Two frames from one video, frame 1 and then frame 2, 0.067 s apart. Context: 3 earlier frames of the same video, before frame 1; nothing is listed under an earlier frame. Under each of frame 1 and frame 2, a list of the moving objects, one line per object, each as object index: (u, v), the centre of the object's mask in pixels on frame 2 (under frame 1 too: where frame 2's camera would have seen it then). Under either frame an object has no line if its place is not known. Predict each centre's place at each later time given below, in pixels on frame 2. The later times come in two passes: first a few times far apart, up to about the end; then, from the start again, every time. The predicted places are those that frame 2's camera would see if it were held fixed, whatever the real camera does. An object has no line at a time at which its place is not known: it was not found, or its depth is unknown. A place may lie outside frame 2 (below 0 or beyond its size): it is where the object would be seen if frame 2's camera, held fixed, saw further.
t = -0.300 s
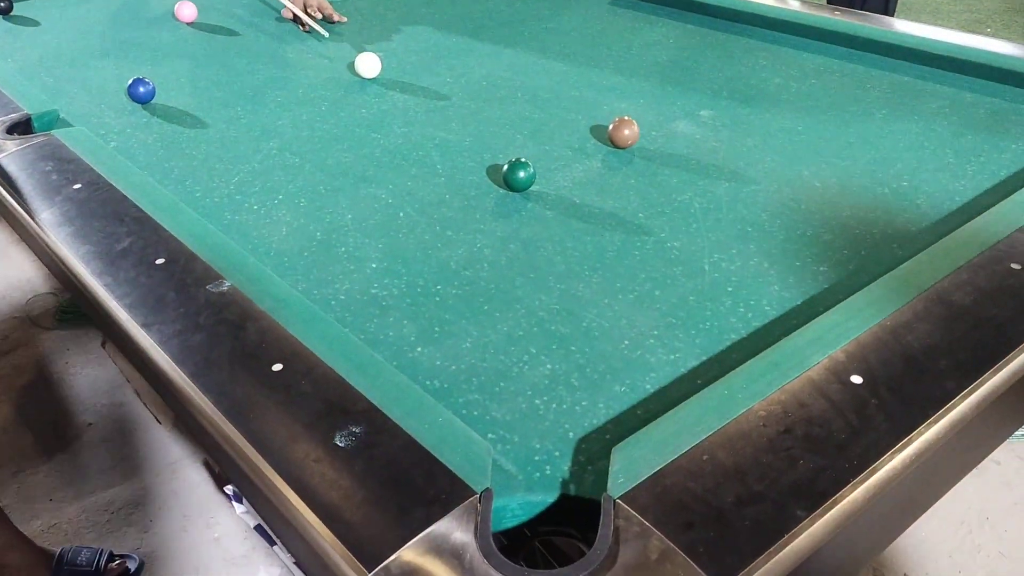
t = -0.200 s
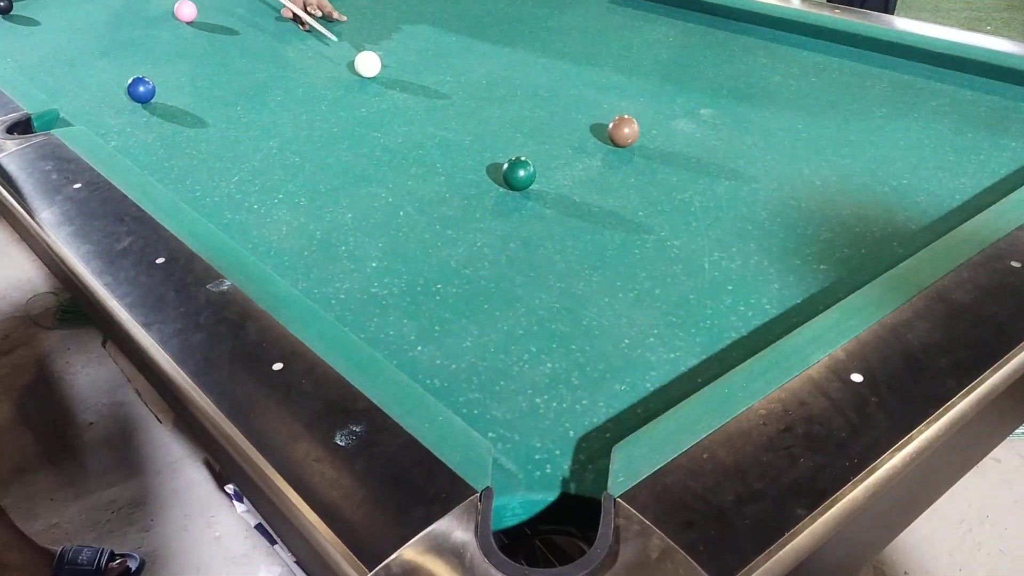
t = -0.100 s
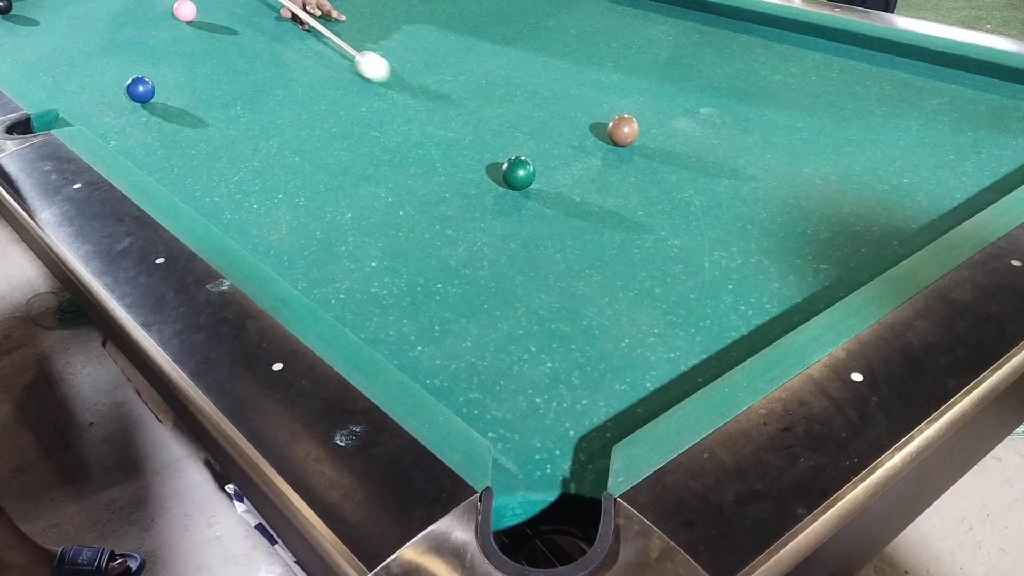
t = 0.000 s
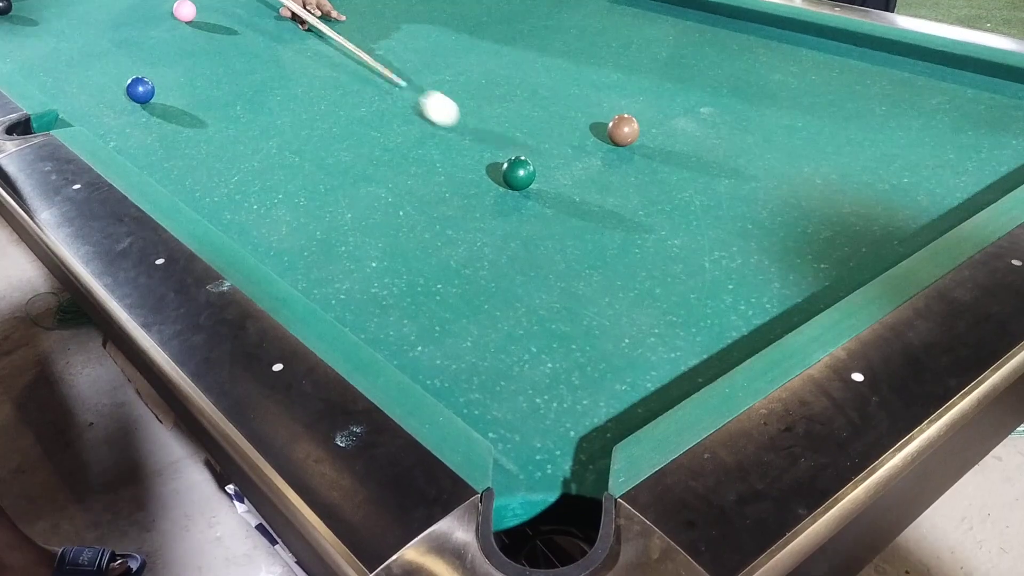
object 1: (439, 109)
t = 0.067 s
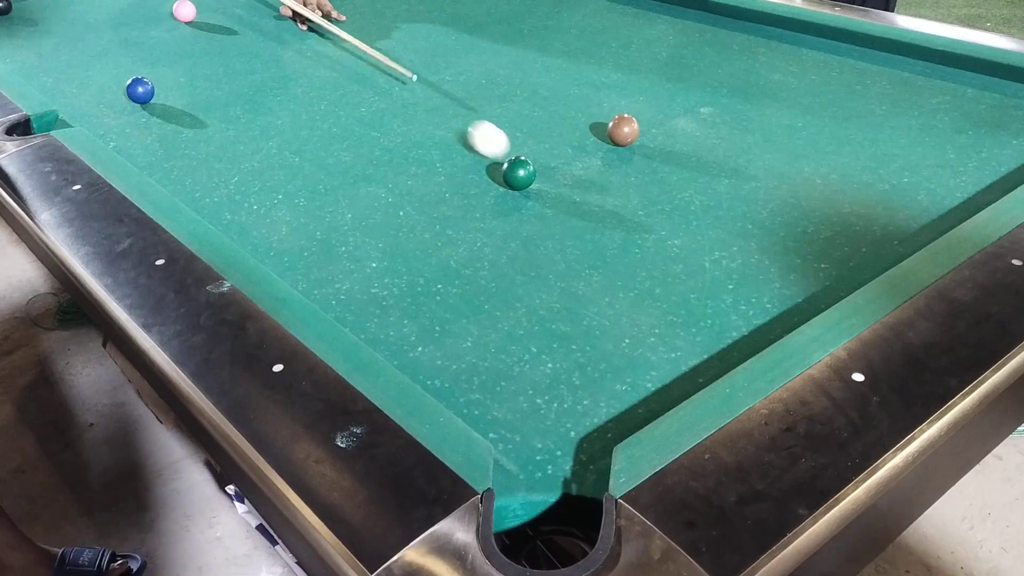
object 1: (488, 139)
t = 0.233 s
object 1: (607, 162)
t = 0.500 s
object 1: (815, 188)
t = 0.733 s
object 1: (955, 195)
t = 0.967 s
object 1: (878, 151)
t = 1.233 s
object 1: (807, 110)
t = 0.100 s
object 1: (512, 150)
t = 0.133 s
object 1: (537, 158)
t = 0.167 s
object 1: (560, 158)
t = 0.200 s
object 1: (584, 160)
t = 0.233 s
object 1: (607, 162)
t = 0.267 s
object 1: (631, 165)
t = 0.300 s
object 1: (656, 168)
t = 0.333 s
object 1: (681, 171)
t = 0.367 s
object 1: (707, 174)
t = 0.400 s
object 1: (733, 177)
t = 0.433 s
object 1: (759, 181)
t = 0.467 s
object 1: (787, 184)
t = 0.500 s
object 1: (815, 188)
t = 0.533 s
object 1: (844, 191)
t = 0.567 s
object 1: (872, 195)
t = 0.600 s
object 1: (902, 198)
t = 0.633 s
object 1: (932, 202)
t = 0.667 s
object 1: (961, 202)
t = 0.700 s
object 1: (967, 200)
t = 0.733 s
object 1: (955, 195)
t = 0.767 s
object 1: (943, 189)
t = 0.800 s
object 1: (931, 182)
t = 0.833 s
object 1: (920, 175)
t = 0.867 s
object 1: (908, 169)
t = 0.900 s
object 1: (898, 162)
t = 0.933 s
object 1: (887, 156)
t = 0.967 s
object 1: (878, 151)
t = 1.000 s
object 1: (867, 145)
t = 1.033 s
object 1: (858, 140)
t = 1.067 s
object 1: (849, 134)
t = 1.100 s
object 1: (840, 129)
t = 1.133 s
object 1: (831, 124)
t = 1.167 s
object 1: (823, 119)
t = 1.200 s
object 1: (815, 115)
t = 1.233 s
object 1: (807, 110)
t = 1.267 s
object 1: (799, 106)
